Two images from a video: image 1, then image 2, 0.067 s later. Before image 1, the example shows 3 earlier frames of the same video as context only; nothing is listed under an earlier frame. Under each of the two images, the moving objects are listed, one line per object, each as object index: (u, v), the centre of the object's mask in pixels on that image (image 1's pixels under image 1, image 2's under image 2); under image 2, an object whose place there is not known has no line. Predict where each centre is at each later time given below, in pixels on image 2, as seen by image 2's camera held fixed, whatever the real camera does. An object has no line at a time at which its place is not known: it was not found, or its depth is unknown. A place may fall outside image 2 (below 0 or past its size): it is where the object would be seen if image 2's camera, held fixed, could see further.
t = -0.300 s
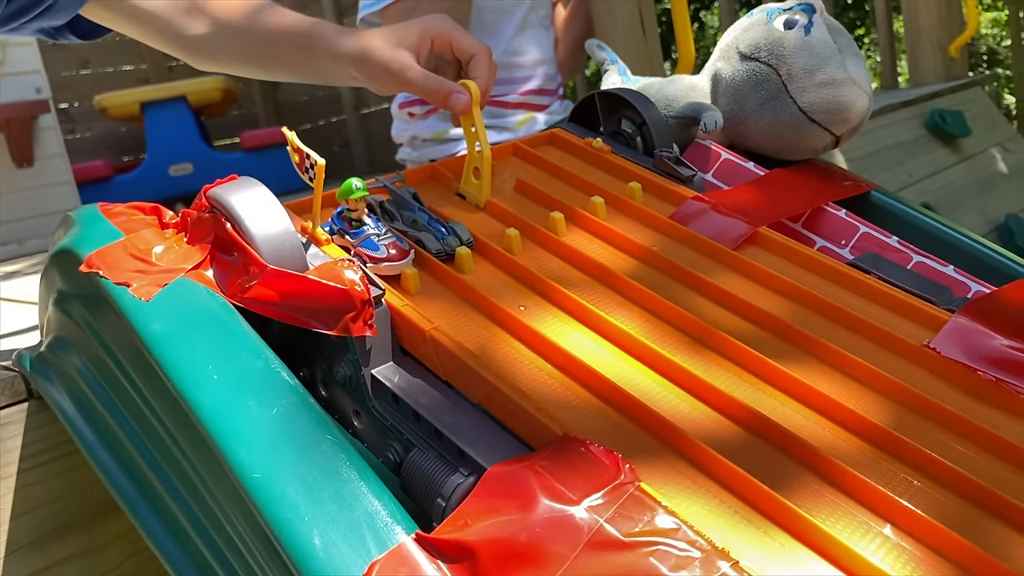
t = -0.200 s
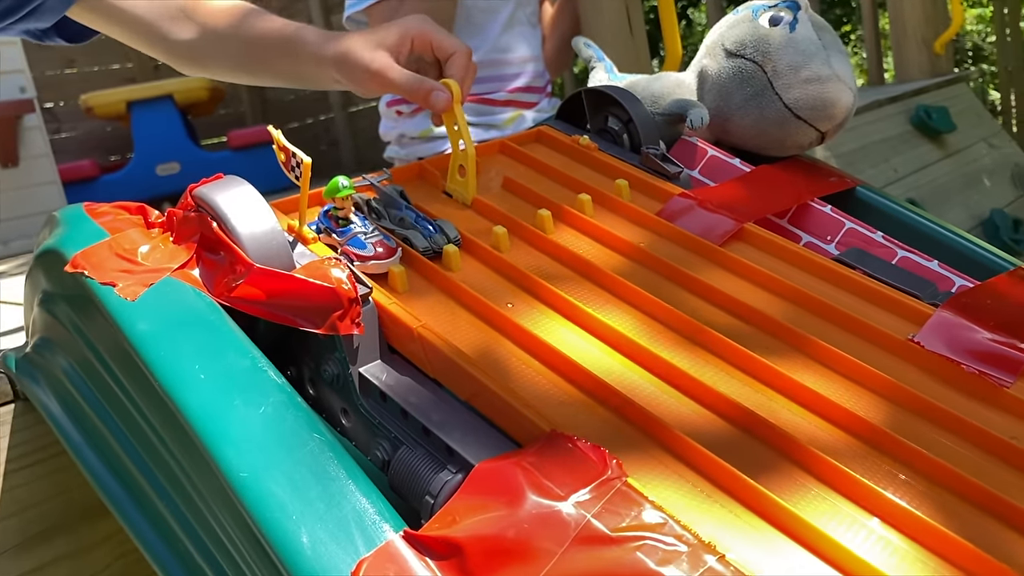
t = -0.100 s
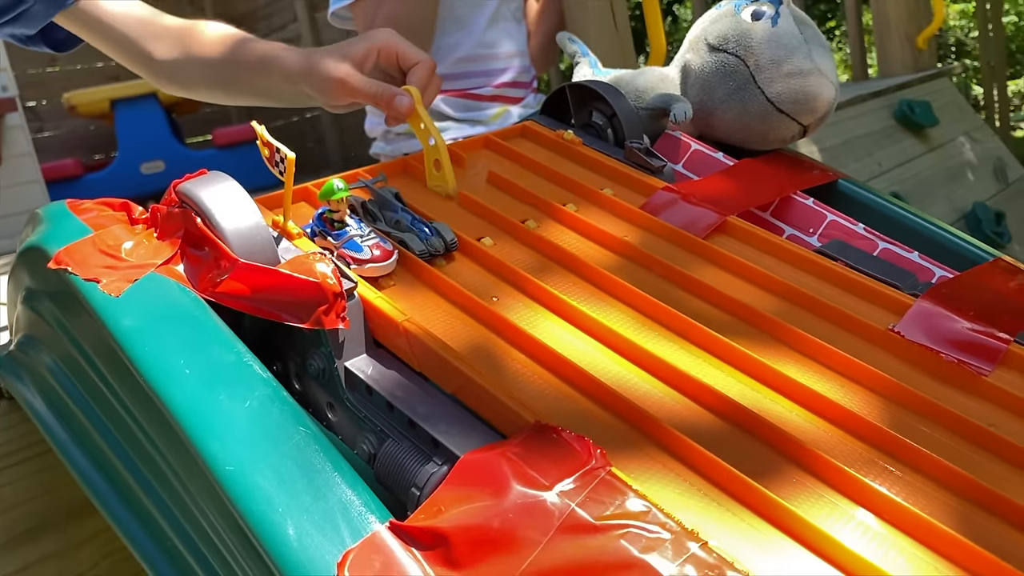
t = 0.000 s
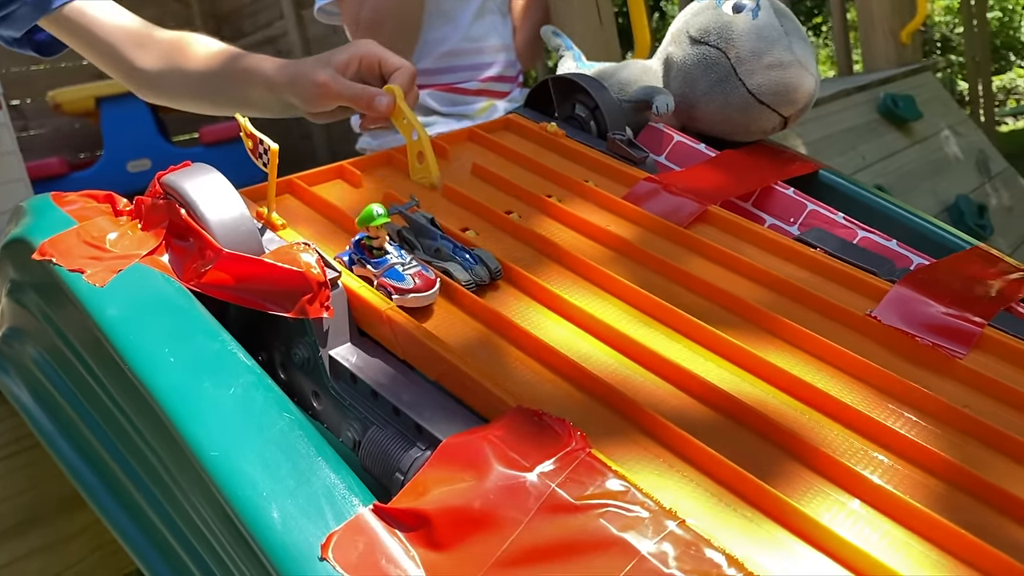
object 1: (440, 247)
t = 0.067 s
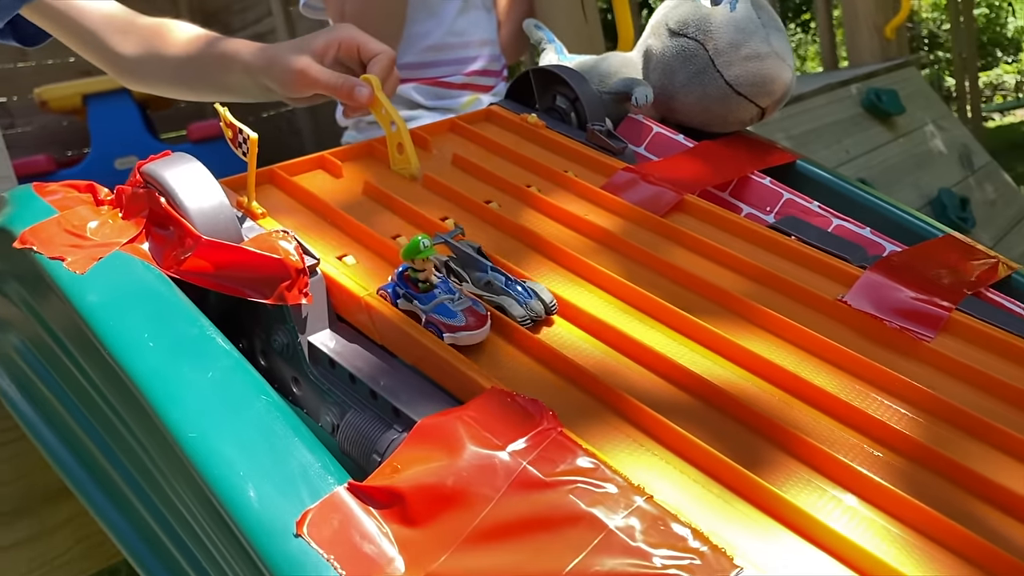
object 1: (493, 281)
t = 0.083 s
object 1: (517, 295)
